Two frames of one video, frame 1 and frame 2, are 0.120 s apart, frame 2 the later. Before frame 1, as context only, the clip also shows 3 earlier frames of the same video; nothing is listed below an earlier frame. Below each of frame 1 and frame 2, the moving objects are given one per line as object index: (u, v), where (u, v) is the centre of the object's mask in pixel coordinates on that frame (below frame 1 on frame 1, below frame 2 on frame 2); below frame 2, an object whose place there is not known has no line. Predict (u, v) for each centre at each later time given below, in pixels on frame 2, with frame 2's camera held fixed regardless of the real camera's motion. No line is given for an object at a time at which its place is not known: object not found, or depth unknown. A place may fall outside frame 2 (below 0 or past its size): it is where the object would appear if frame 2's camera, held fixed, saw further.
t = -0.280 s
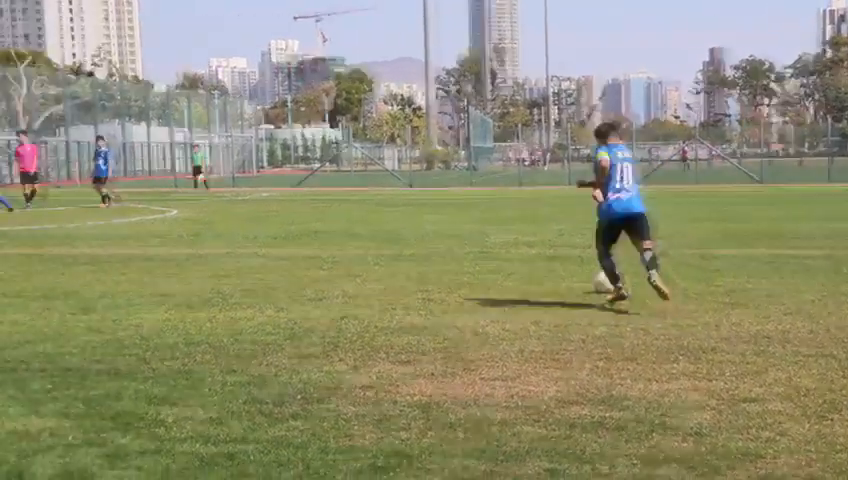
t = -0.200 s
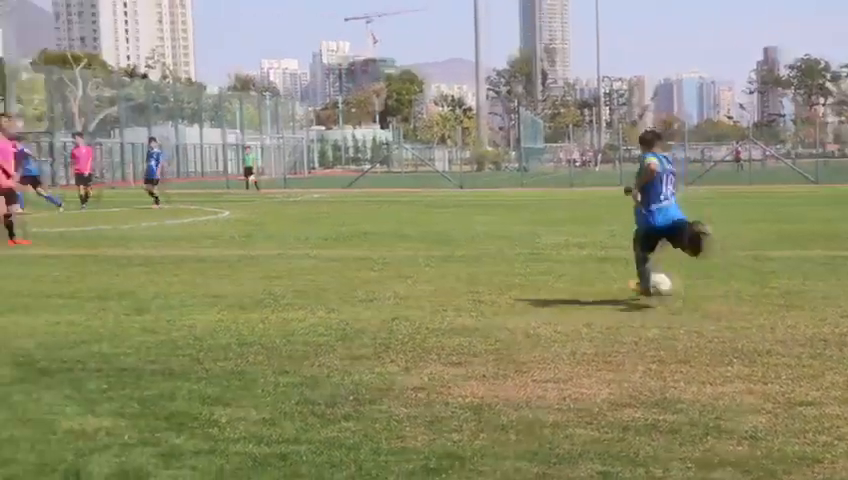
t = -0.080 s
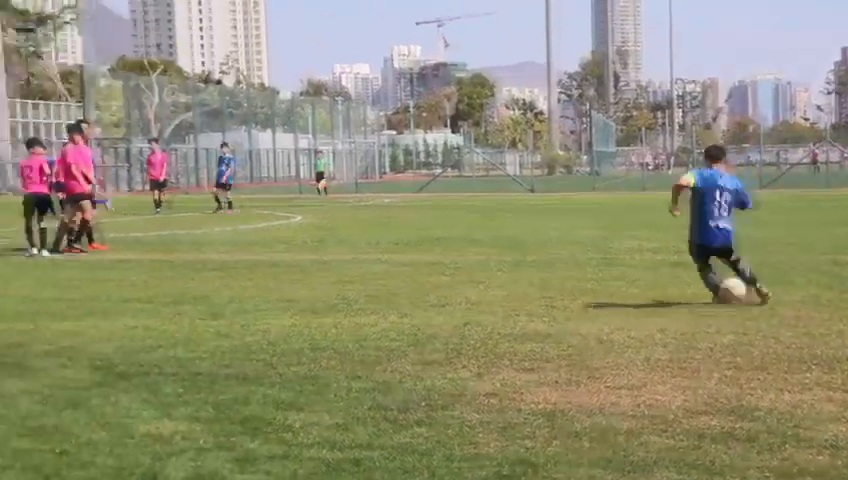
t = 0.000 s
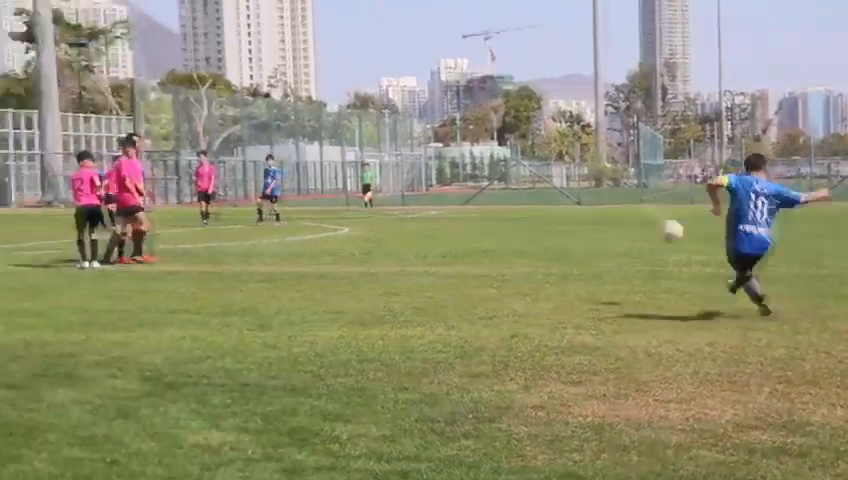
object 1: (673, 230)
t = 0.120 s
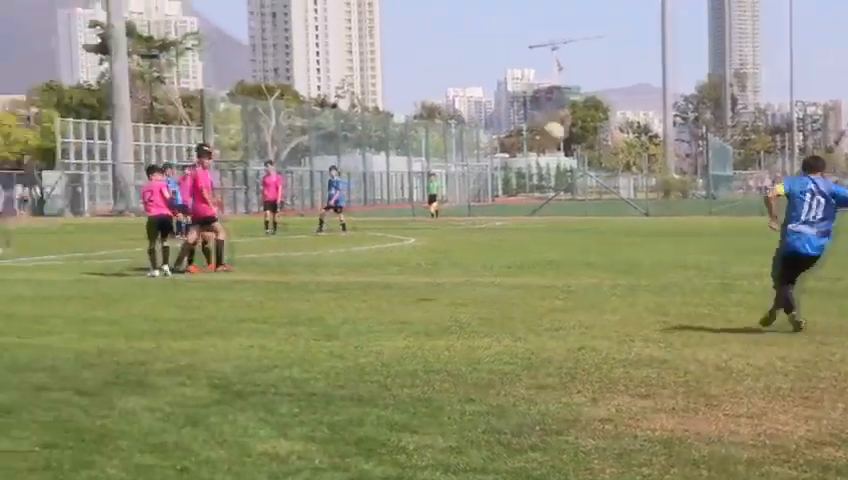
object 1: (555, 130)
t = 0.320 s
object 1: (309, 16)
